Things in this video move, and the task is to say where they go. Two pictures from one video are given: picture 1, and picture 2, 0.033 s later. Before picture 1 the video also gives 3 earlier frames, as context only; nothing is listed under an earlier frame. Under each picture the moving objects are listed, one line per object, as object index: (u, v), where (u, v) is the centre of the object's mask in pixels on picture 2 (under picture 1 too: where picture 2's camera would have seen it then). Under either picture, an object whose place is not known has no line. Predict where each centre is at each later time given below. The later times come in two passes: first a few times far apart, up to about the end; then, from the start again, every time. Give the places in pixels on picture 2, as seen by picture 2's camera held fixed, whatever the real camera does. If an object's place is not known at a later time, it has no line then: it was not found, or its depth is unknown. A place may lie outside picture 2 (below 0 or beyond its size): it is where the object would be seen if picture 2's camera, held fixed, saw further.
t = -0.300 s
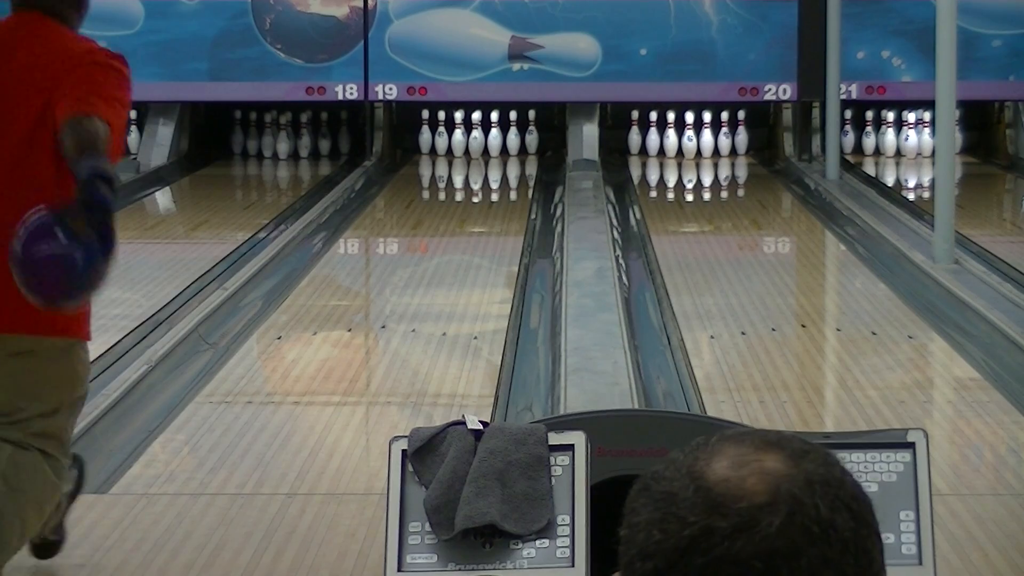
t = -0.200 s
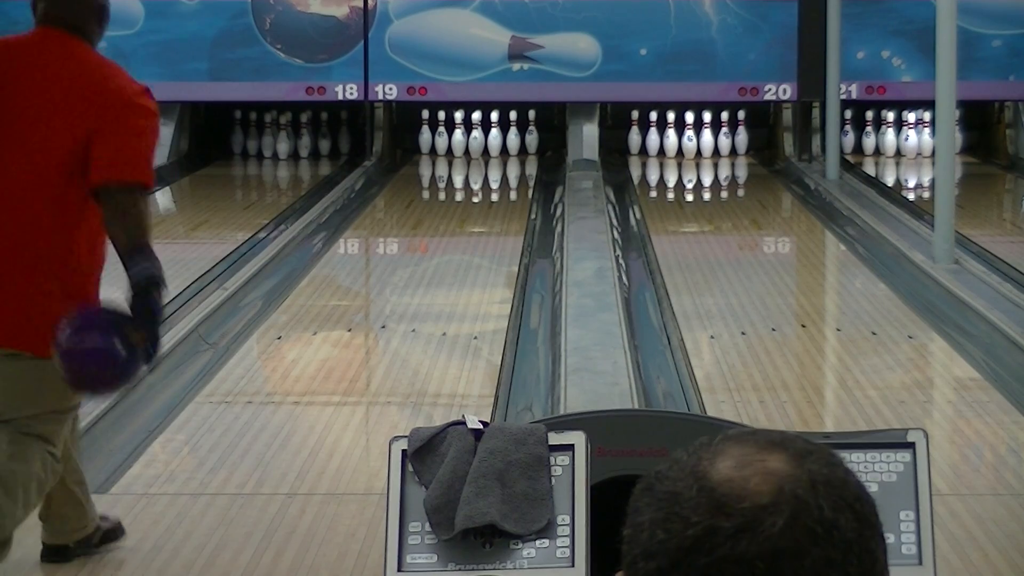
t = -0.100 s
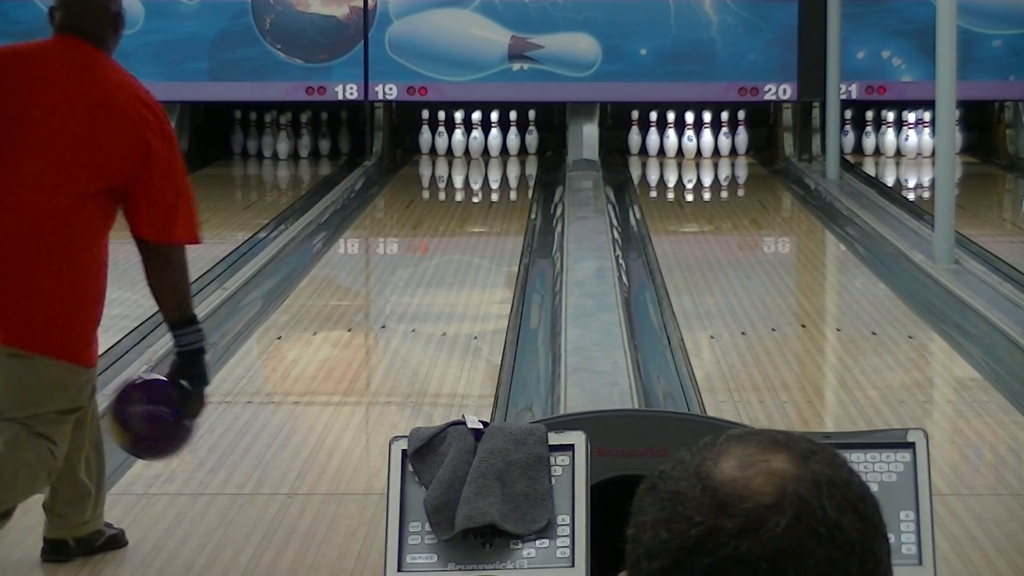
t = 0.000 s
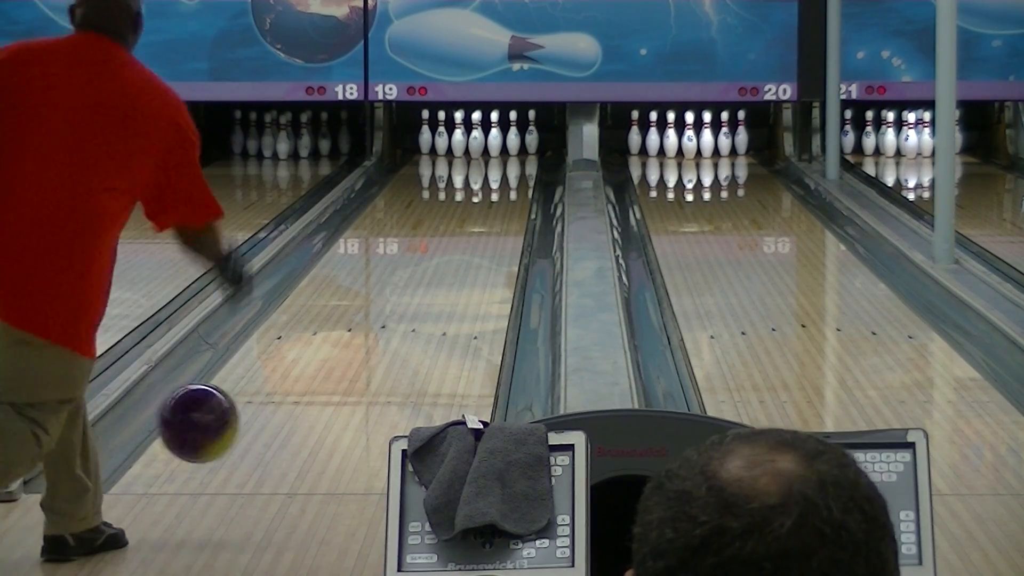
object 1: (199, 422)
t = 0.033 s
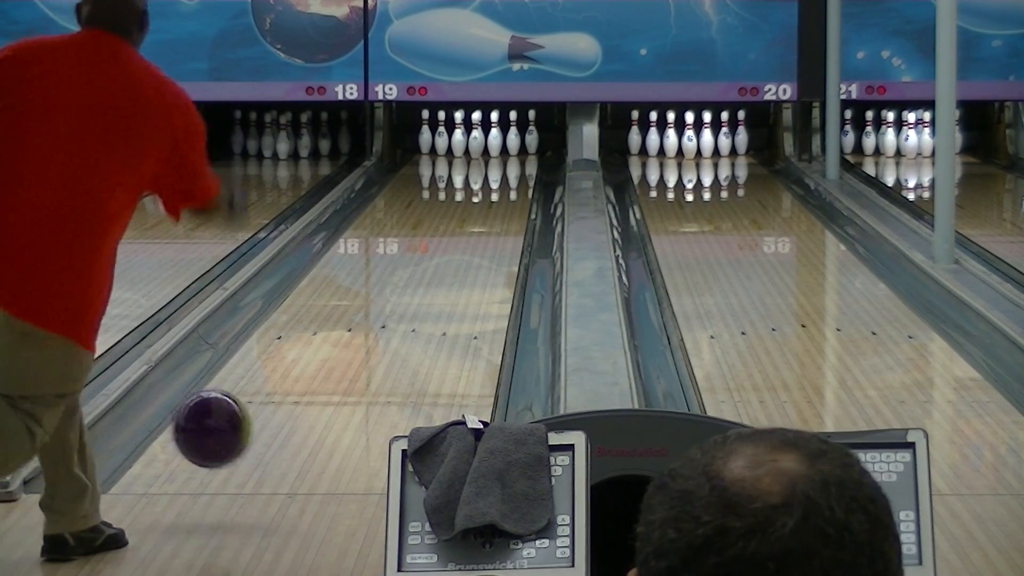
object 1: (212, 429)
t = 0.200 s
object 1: (269, 420)
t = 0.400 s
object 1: (319, 377)
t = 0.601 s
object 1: (359, 337)
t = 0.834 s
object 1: (395, 300)
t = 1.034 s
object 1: (419, 275)
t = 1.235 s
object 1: (439, 253)
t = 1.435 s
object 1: (456, 233)
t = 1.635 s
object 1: (471, 217)
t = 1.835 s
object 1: (483, 202)
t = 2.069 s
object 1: (493, 188)
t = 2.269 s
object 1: (500, 177)
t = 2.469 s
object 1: (501, 169)
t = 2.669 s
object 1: (498, 161)
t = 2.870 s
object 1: (492, 153)
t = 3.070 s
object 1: (482, 147)
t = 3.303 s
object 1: (479, 143)
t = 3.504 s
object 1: (474, 141)
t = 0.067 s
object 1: (224, 438)
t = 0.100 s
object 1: (237, 451)
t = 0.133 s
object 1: (249, 443)
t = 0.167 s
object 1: (259, 429)
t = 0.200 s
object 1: (269, 420)
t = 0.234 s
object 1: (278, 414)
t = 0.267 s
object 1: (286, 408)
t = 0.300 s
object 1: (295, 400)
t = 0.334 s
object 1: (303, 392)
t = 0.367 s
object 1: (311, 384)
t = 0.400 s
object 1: (319, 377)
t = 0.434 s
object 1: (326, 370)
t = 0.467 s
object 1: (333, 363)
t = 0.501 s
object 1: (339, 356)
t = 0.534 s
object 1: (346, 350)
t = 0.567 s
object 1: (352, 344)
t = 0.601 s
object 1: (359, 337)
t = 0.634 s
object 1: (364, 331)
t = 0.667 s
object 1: (369, 326)
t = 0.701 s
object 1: (375, 320)
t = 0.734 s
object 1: (380, 315)
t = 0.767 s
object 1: (385, 310)
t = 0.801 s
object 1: (390, 305)
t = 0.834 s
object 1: (395, 300)
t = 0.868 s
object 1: (399, 296)
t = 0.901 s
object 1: (403, 292)
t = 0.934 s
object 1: (408, 288)
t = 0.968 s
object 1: (411, 283)
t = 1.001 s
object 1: (415, 279)
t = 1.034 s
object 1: (419, 275)
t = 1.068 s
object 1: (423, 270)
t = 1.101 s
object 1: (427, 266)
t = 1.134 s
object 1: (430, 263)
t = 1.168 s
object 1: (434, 259)
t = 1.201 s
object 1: (437, 256)
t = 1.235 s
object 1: (439, 253)
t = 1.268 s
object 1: (443, 249)
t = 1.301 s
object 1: (446, 246)
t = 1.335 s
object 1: (449, 242)
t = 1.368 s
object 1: (452, 239)
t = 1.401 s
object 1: (454, 236)
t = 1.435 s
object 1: (456, 233)
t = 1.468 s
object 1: (458, 231)
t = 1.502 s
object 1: (462, 228)
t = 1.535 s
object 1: (464, 225)
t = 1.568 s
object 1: (467, 222)
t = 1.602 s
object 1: (469, 219)
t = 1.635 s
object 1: (471, 217)
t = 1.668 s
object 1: (473, 214)
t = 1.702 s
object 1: (474, 212)
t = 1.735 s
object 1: (477, 210)
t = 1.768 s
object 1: (479, 207)
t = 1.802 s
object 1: (482, 205)
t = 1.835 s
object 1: (483, 202)
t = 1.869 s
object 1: (485, 200)
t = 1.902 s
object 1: (486, 197)
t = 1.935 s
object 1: (487, 196)
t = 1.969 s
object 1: (489, 194)
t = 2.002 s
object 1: (491, 191)
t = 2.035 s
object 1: (492, 190)
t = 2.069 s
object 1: (493, 188)
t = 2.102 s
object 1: (495, 186)
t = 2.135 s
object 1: (496, 184)
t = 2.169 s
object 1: (497, 182)
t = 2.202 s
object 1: (498, 180)
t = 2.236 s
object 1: (498, 179)
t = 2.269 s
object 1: (500, 177)
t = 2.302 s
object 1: (500, 175)
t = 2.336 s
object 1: (501, 174)
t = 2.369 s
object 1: (500, 173)
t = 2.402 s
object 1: (500, 172)
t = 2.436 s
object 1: (501, 169)
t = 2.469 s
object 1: (501, 169)
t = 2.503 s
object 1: (501, 167)
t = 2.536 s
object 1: (500, 166)
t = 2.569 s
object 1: (500, 164)
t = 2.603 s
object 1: (499, 164)
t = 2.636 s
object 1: (499, 161)
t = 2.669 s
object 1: (498, 161)
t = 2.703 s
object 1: (497, 159)
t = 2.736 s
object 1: (496, 158)
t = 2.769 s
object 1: (496, 158)
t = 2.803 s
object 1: (494, 155)
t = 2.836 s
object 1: (493, 155)
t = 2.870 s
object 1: (492, 153)
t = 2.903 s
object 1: (490, 152)
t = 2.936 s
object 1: (488, 151)
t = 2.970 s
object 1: (487, 150)
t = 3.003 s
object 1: (485, 149)
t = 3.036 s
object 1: (484, 147)
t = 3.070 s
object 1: (482, 147)
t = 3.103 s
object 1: (483, 146)
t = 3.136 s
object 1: (483, 146)
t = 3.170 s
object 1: (482, 145)
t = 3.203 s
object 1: (480, 144)
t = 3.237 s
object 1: (480, 144)
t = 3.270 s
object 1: (479, 144)
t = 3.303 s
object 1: (479, 143)
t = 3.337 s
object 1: (479, 143)
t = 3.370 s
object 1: (478, 143)
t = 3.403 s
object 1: (477, 142)
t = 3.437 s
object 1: (476, 142)
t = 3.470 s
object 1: (474, 141)
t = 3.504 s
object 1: (474, 141)
